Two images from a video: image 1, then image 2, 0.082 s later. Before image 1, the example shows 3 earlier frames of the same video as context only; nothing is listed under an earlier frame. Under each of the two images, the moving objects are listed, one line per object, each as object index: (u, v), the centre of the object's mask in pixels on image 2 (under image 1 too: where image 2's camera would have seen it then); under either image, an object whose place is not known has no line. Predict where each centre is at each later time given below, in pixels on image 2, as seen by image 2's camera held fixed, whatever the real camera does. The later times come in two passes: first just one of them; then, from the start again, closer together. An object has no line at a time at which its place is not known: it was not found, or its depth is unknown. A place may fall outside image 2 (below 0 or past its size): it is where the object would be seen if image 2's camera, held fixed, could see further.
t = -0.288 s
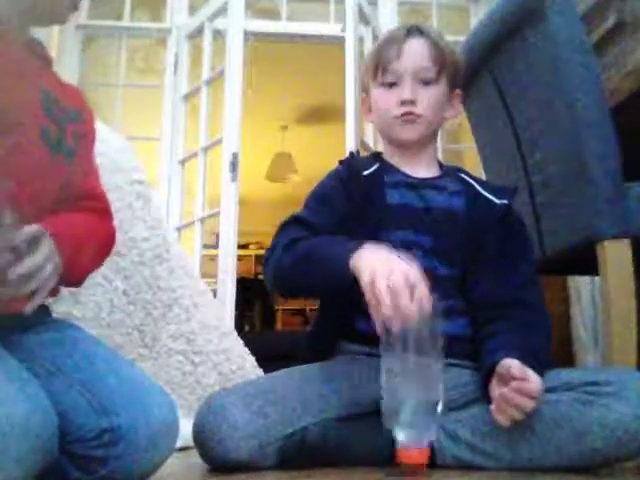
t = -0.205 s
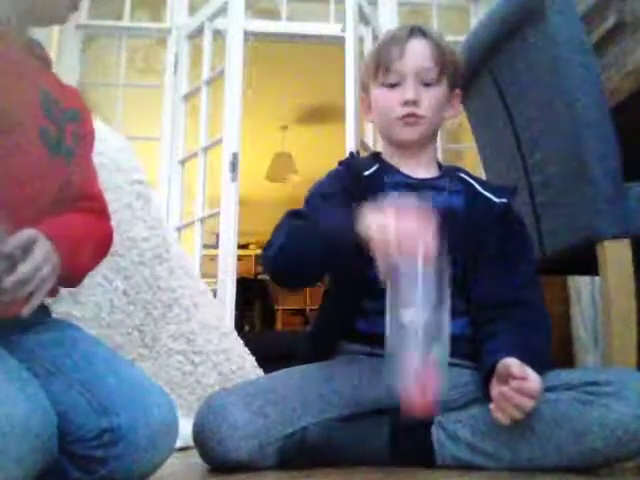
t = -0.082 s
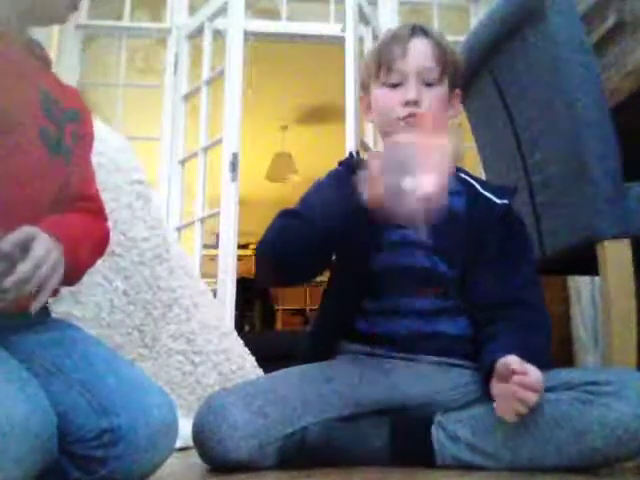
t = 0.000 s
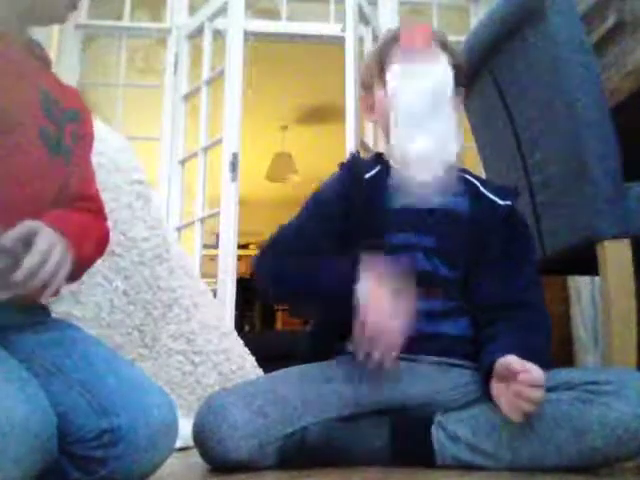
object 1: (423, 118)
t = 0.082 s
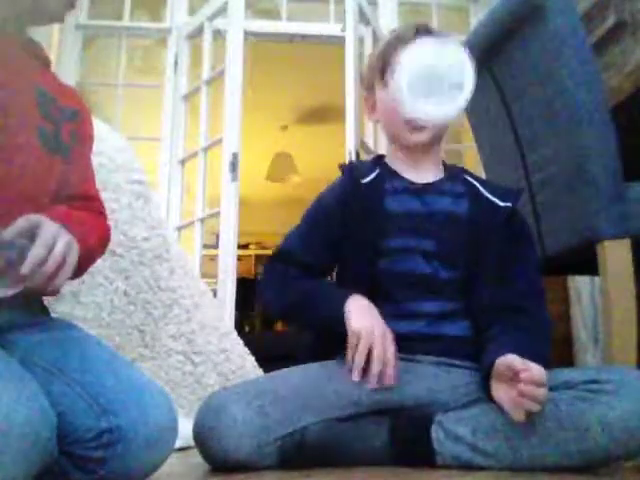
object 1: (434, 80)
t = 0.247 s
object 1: (440, 262)
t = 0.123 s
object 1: (435, 80)
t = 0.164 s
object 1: (432, 119)
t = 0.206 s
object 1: (435, 170)
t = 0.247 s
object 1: (440, 262)
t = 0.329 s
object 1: (449, 364)
